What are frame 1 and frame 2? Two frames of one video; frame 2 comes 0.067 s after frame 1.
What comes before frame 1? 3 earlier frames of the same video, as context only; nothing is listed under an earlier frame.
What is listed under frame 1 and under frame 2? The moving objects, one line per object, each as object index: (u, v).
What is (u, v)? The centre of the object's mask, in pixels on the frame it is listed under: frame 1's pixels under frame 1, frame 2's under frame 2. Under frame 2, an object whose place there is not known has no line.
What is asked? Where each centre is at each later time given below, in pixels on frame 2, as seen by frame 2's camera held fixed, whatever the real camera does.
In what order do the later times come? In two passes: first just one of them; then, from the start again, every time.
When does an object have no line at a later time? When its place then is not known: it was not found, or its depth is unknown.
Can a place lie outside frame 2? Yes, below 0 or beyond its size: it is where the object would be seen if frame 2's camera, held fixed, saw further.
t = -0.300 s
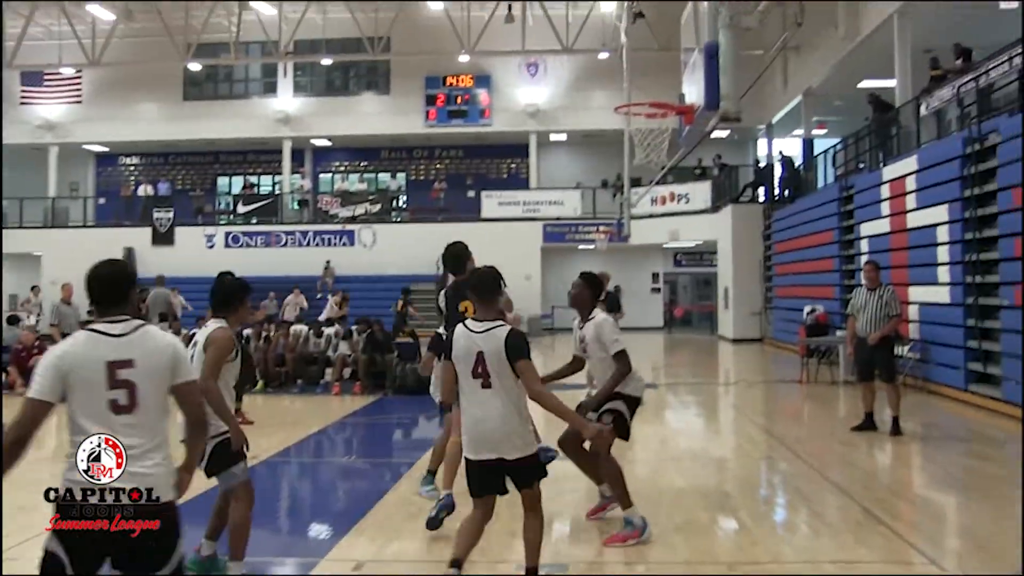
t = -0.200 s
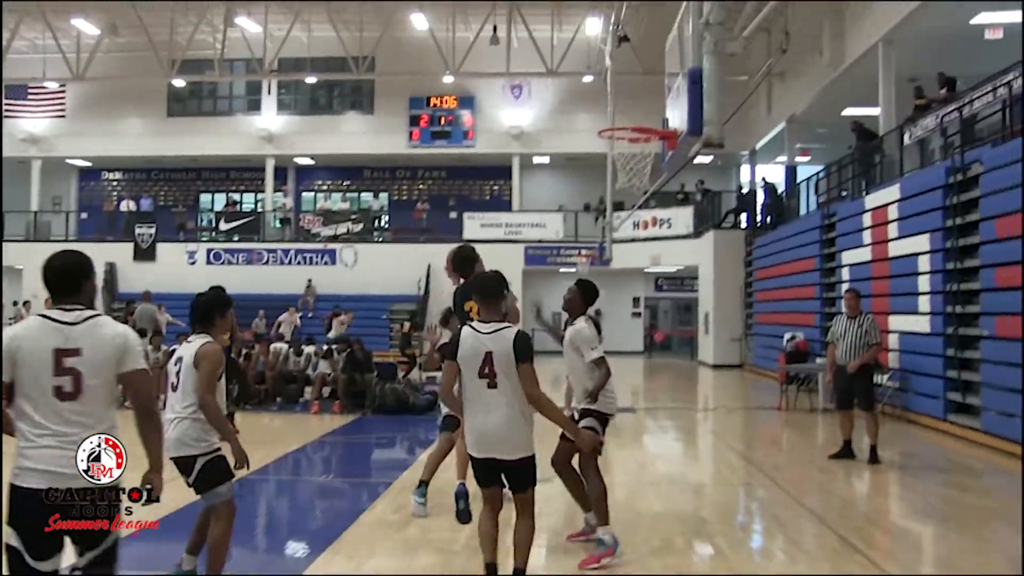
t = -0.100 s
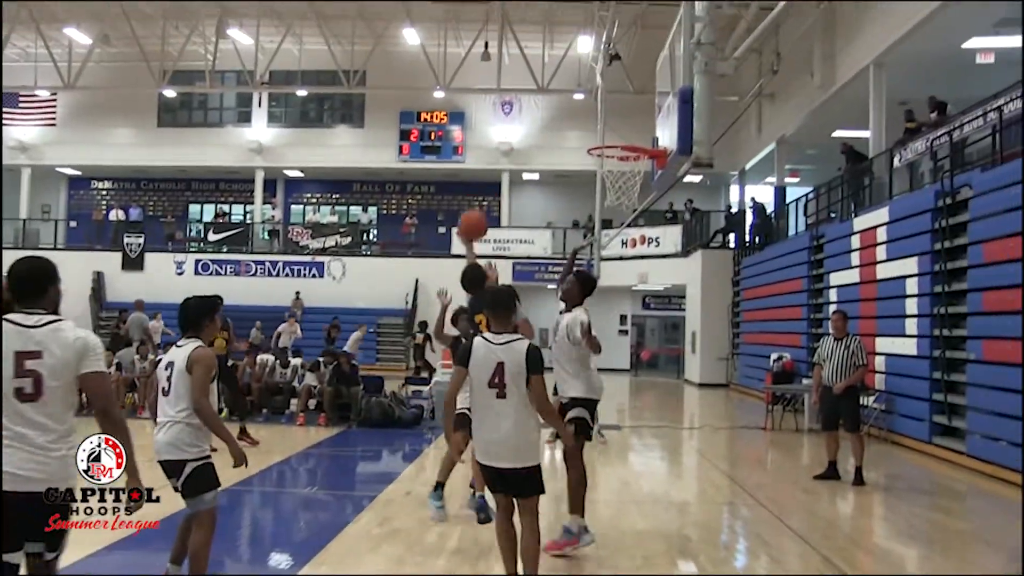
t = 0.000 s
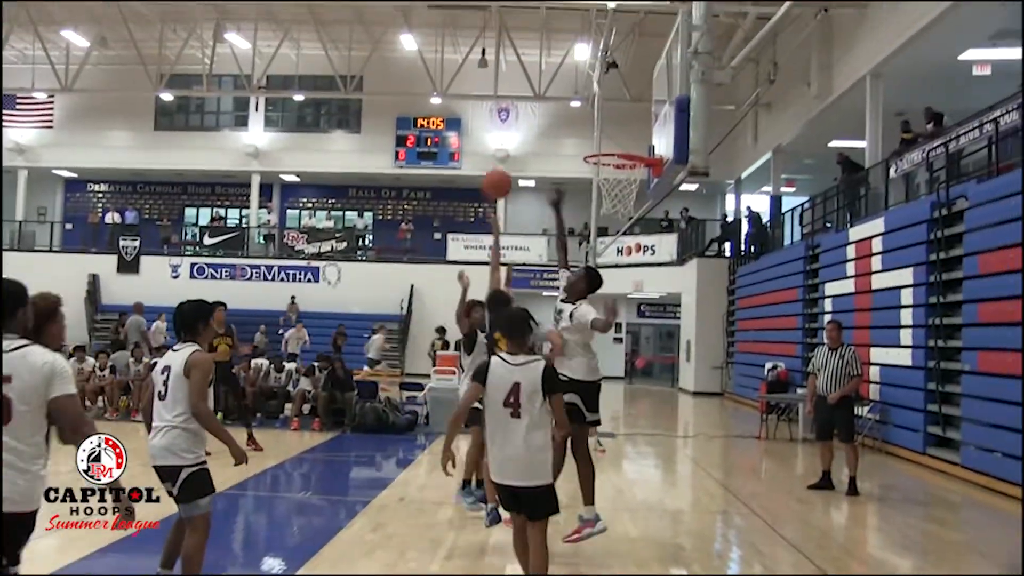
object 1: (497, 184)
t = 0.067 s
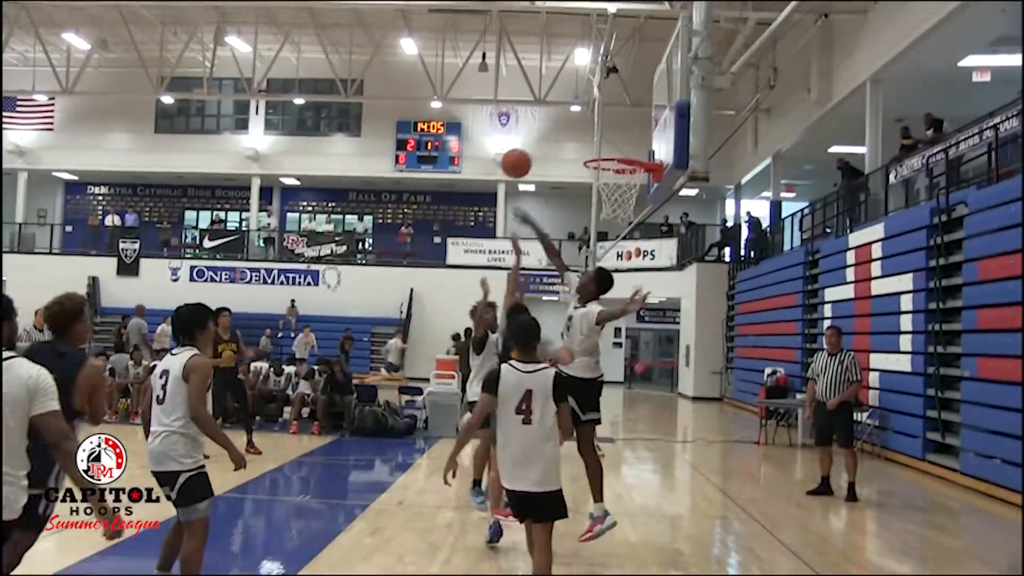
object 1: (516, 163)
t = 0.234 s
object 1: (561, 124)
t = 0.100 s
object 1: (525, 153)
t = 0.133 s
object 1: (534, 143)
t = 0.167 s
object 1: (543, 135)
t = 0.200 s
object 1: (551, 128)
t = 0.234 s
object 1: (561, 124)
